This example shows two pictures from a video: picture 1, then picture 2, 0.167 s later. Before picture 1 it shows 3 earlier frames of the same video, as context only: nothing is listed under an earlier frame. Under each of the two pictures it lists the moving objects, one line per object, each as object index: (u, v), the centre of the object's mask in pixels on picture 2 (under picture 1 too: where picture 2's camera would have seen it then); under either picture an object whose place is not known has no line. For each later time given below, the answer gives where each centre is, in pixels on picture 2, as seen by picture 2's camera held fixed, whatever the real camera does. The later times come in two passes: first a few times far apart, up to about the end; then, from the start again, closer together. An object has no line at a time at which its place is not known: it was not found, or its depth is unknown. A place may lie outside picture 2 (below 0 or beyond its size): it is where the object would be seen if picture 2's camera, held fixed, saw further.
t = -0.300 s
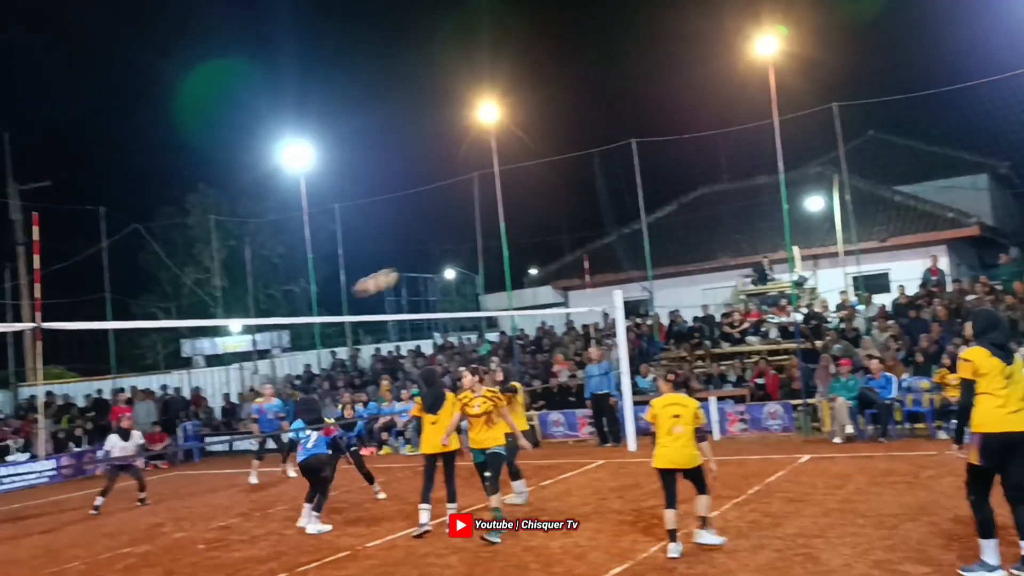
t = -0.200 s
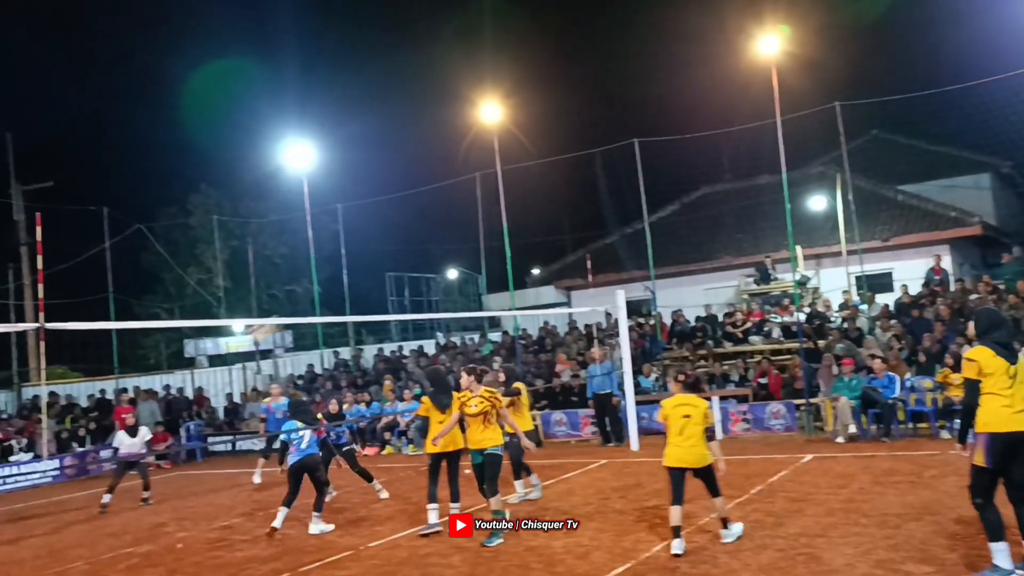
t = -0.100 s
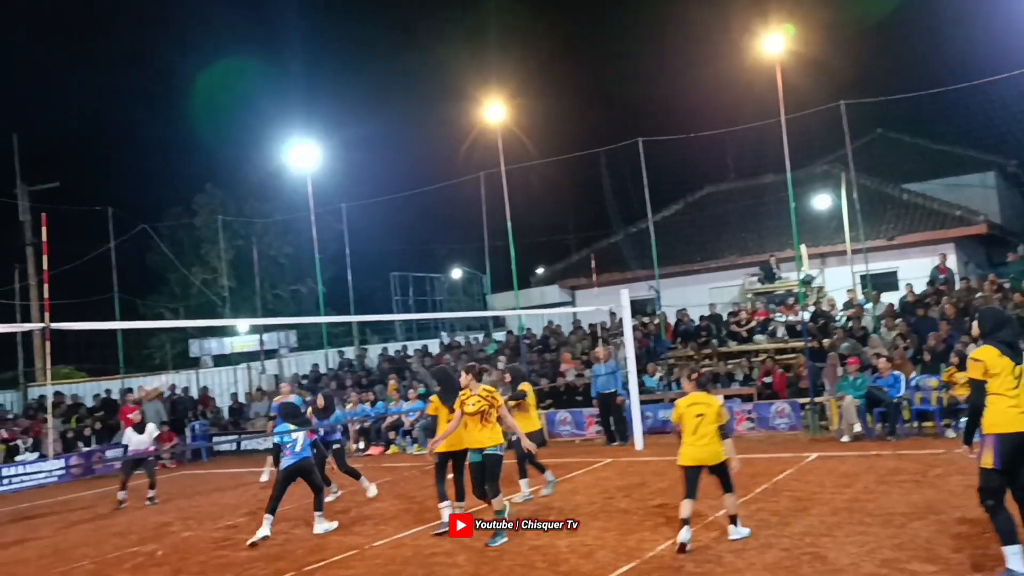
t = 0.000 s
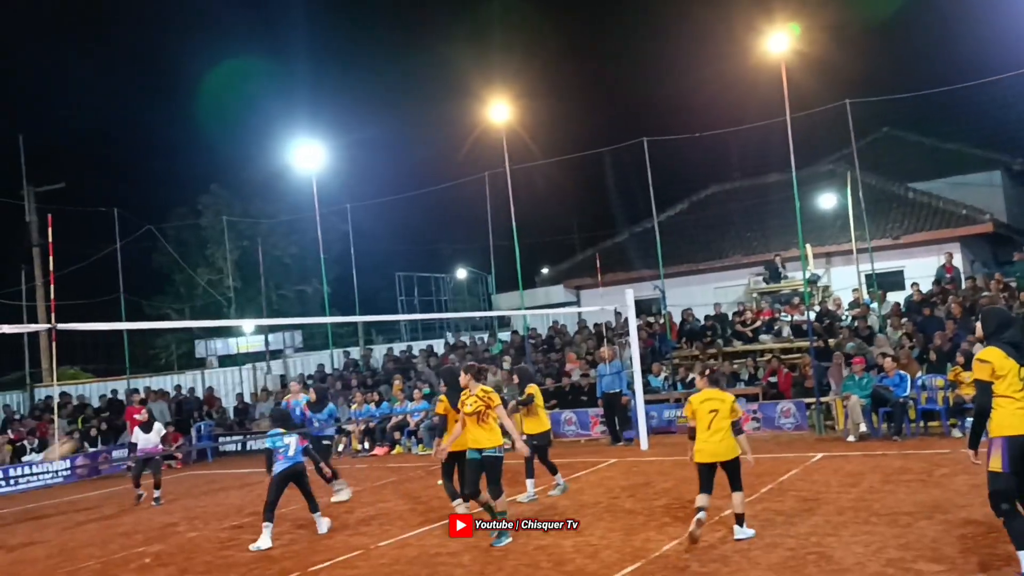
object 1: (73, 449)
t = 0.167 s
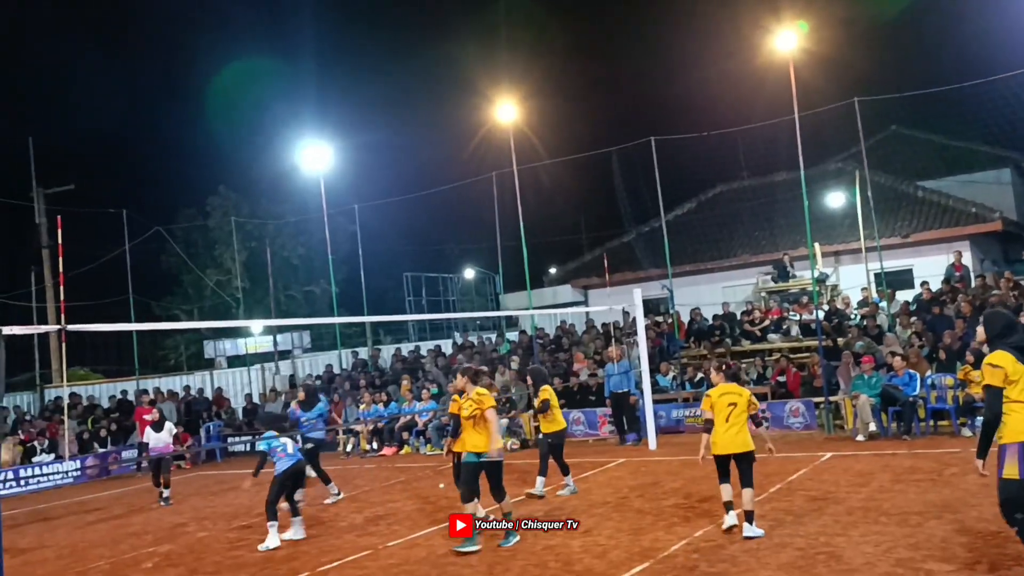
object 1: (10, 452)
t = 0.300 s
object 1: (28, 381)
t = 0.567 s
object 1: (76, 283)
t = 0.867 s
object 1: (135, 240)
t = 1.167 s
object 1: (198, 273)
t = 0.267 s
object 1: (21, 401)
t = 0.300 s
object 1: (28, 381)
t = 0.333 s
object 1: (34, 367)
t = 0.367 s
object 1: (40, 354)
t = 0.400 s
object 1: (45, 342)
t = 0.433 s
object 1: (53, 324)
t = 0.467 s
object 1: (58, 313)
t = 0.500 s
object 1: (63, 303)
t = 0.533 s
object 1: (70, 292)
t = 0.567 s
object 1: (76, 283)
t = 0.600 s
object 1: (81, 275)
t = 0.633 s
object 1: (89, 267)
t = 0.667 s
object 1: (97, 261)
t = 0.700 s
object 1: (103, 255)
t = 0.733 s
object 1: (109, 251)
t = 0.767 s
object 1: (116, 246)
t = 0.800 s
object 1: (122, 244)
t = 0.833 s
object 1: (129, 241)
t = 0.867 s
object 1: (135, 240)
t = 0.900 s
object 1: (142, 240)
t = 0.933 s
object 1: (149, 241)
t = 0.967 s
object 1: (156, 243)
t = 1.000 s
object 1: (163, 245)
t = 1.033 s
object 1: (170, 249)
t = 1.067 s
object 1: (177, 254)
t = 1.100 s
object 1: (184, 259)
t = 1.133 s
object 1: (191, 265)
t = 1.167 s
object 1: (198, 273)
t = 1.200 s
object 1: (205, 280)
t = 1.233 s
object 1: (214, 290)
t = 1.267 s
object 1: (222, 300)
